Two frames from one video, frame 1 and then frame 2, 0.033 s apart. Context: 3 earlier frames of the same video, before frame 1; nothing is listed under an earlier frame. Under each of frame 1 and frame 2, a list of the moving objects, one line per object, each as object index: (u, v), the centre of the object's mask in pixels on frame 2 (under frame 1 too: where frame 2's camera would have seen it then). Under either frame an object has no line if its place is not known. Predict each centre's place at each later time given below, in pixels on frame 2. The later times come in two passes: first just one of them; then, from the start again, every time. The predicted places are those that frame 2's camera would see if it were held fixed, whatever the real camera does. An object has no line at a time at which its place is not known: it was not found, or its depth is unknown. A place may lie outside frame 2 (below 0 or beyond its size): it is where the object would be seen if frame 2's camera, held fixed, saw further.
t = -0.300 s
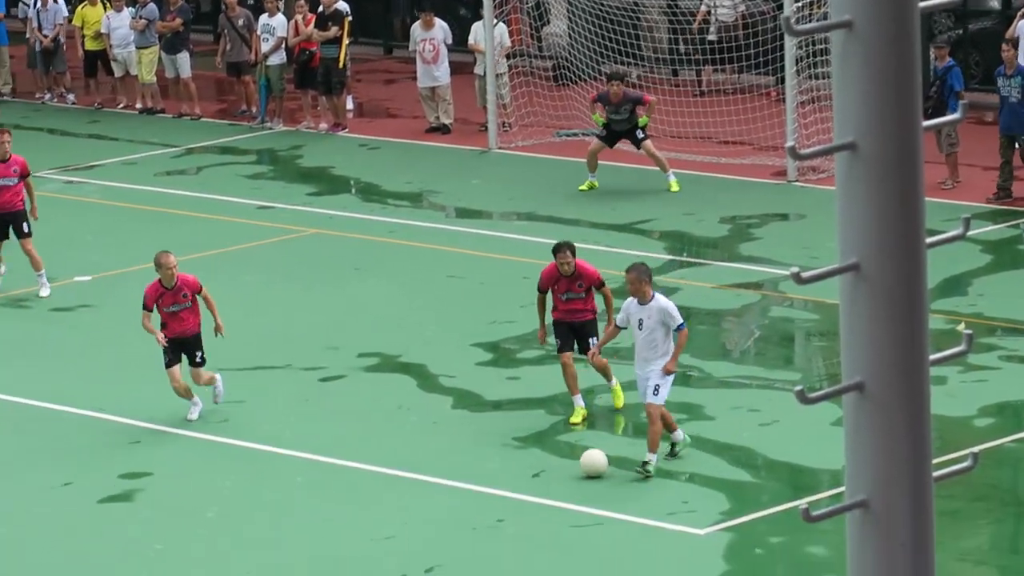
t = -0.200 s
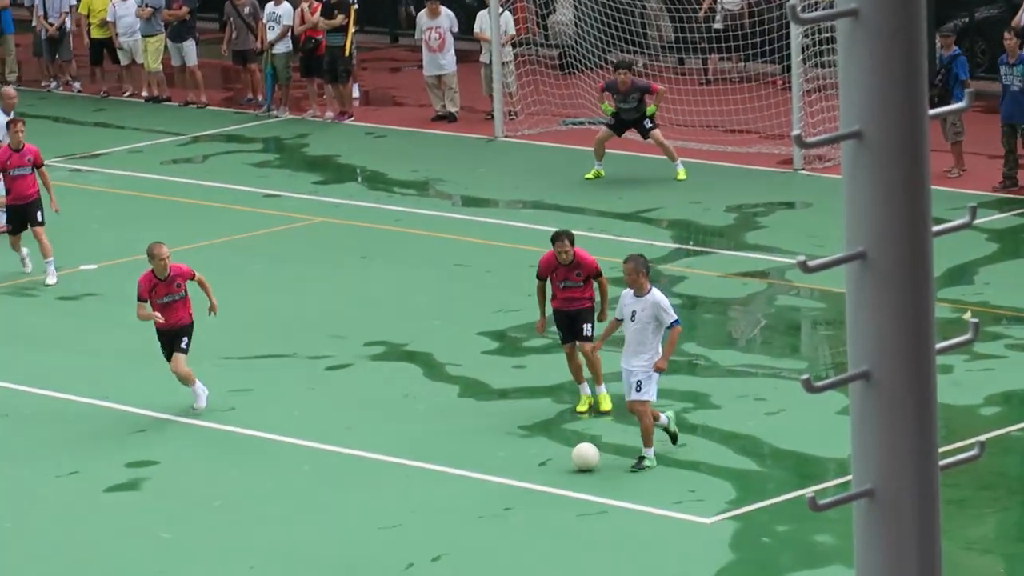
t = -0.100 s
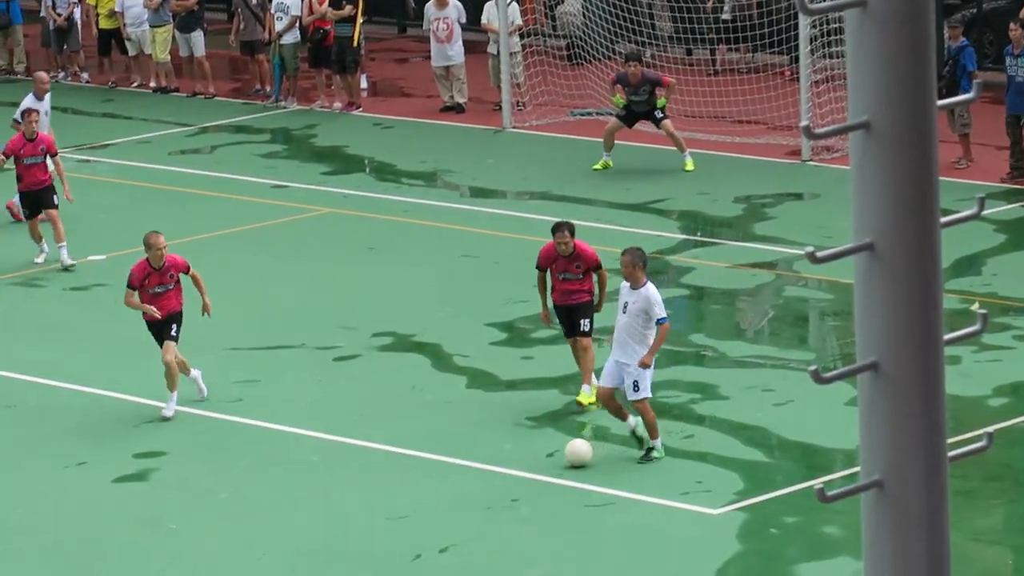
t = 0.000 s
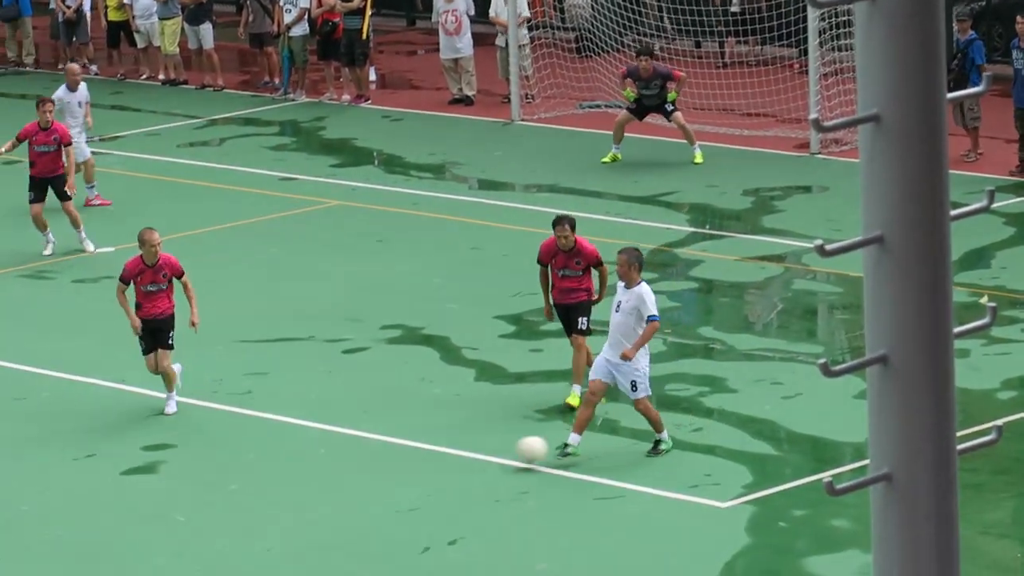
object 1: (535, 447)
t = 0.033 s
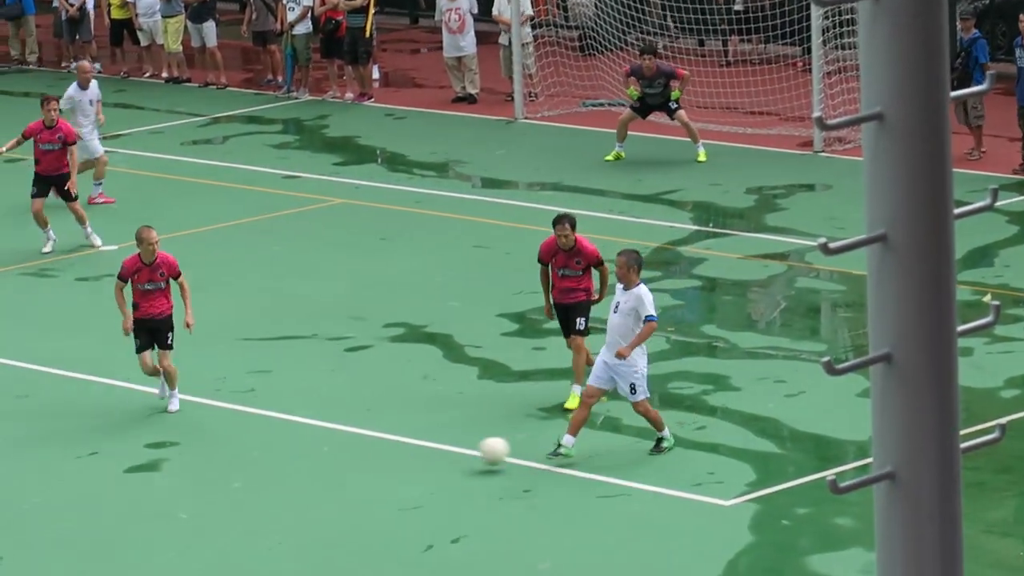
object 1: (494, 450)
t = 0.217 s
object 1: (271, 481)
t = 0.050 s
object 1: (473, 452)
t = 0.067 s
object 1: (452, 455)
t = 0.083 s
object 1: (431, 458)
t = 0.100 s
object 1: (410, 460)
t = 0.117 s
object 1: (390, 464)
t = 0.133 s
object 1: (369, 467)
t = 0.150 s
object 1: (348, 473)
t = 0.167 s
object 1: (328, 477)
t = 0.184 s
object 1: (307, 479)
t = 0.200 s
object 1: (289, 480)
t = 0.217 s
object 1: (271, 481)
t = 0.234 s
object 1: (251, 482)
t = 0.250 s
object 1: (232, 483)
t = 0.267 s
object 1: (213, 485)
